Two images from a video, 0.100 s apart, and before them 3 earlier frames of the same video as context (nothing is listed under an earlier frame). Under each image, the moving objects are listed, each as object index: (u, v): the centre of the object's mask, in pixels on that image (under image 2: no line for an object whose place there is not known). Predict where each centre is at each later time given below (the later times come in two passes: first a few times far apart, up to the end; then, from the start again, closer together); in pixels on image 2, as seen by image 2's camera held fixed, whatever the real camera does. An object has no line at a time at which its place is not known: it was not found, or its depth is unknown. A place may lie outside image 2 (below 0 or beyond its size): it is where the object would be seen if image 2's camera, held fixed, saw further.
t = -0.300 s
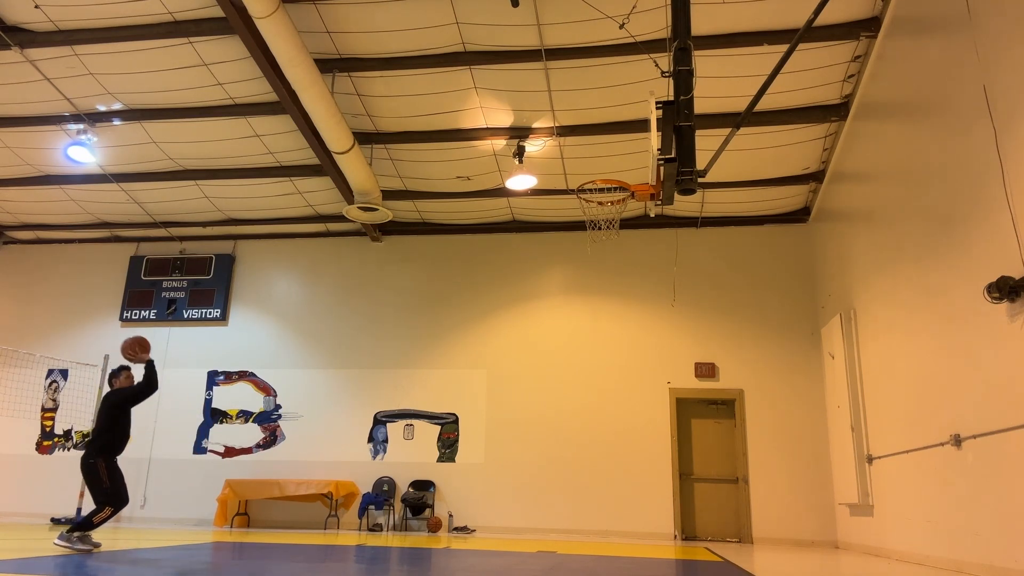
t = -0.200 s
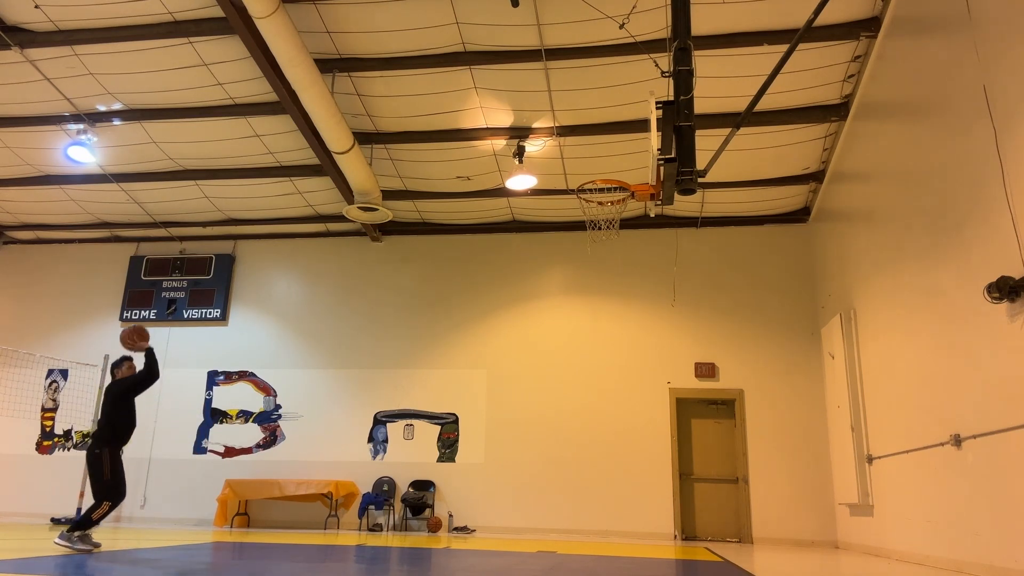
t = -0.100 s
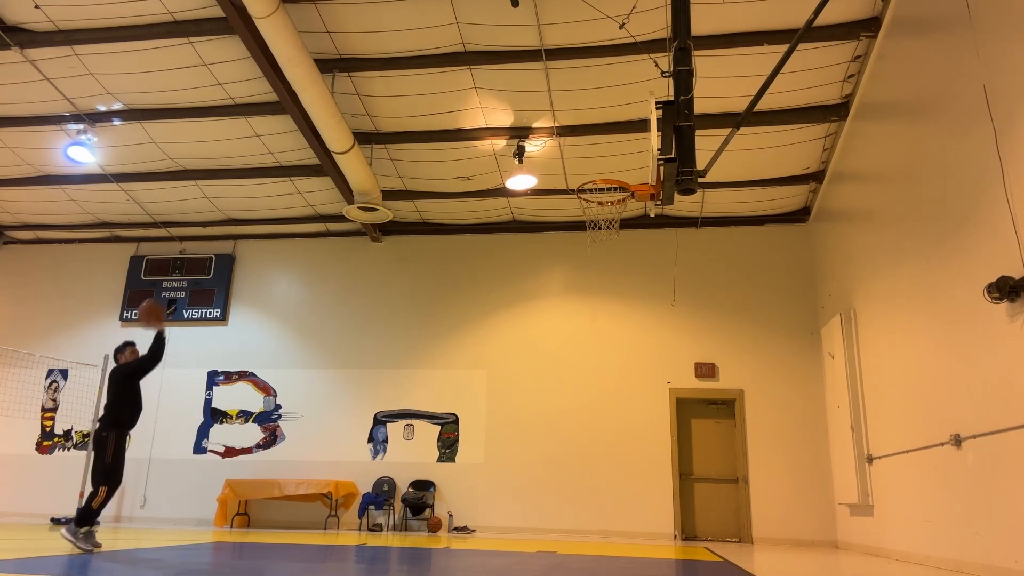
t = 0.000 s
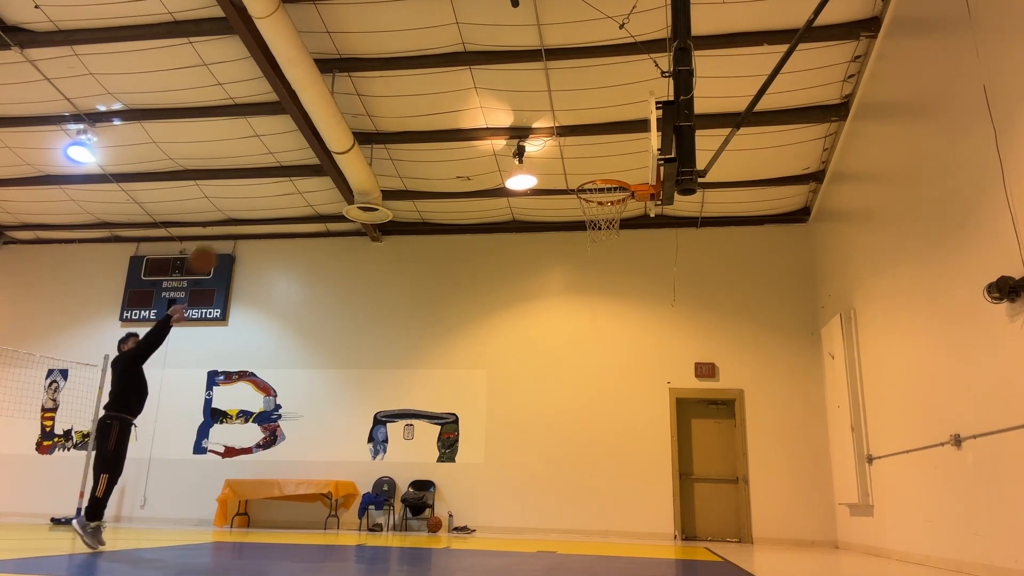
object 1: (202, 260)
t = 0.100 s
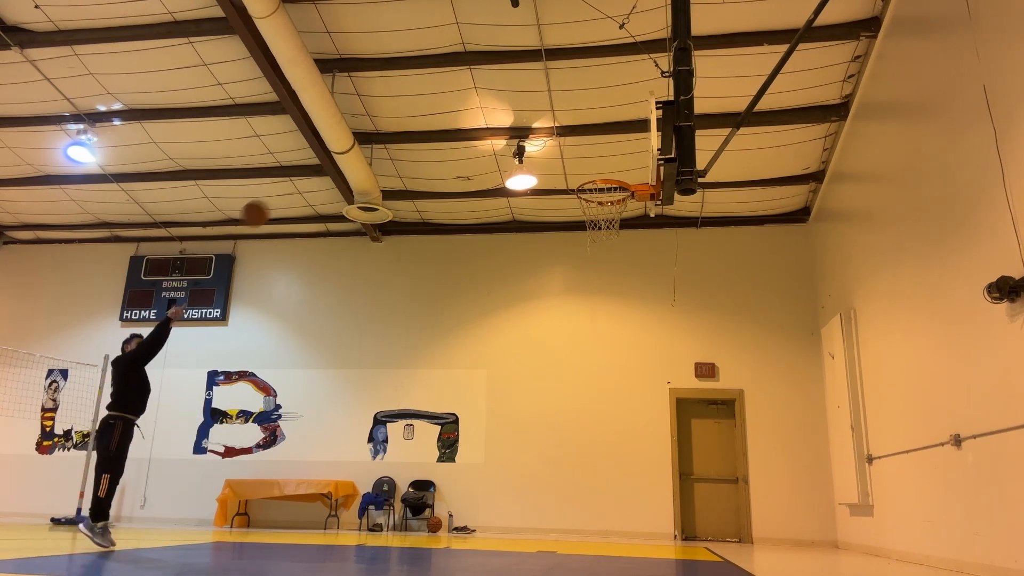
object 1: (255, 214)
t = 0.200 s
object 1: (304, 180)
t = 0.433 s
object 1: (413, 138)
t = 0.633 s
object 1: (501, 145)
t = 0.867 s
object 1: (601, 190)
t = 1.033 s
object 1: (636, 173)
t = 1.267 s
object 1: (601, 186)
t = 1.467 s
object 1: (574, 234)
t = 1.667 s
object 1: (546, 319)
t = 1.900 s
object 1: (513, 467)
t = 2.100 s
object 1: (500, 471)
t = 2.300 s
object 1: (501, 376)
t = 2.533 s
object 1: (502, 323)
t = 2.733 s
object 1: (501, 318)
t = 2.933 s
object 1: (499, 348)
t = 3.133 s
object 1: (496, 412)
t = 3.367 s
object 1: (491, 534)
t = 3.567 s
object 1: (494, 449)
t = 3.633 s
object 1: (495, 428)
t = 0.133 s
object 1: (271, 201)
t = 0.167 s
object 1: (288, 190)
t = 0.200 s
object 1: (304, 180)
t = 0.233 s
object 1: (320, 171)
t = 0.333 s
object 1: (368, 150)
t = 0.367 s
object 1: (382, 145)
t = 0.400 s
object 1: (397, 141)
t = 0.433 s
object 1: (413, 138)
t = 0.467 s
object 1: (427, 137)
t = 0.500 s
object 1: (441, 136)
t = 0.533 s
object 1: (456, 136)
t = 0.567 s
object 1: (471, 138)
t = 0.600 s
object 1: (486, 140)
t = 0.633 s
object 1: (501, 145)
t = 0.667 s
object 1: (515, 149)
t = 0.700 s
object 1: (529, 154)
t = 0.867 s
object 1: (601, 190)
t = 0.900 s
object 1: (608, 184)
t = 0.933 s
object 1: (617, 174)
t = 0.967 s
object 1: (623, 173)
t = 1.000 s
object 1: (630, 173)
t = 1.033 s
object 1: (636, 173)
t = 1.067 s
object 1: (631, 172)
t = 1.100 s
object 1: (626, 171)
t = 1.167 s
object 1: (616, 172)
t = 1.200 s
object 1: (612, 173)
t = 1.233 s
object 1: (606, 178)
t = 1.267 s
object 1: (601, 186)
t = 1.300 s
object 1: (596, 193)
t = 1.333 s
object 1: (592, 197)
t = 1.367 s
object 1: (586, 205)
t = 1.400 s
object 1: (579, 216)
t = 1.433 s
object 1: (576, 224)
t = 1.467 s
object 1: (574, 234)
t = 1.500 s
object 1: (569, 246)
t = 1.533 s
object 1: (564, 258)
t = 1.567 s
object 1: (560, 272)
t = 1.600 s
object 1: (555, 287)
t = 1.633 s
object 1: (551, 302)
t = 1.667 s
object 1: (546, 319)
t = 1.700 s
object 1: (542, 337)
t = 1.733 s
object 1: (537, 355)
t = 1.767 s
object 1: (532, 375)
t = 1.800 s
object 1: (528, 396)
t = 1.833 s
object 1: (523, 419)
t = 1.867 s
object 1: (518, 442)
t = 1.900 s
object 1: (513, 467)
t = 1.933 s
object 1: (508, 493)
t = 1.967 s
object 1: (503, 520)
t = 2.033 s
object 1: (499, 516)
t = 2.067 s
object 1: (500, 492)
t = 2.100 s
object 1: (500, 471)
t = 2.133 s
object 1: (500, 451)
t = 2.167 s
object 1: (500, 433)
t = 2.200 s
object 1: (501, 416)
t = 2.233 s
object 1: (501, 402)
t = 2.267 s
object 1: (501, 388)
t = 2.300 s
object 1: (501, 376)
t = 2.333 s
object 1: (501, 365)
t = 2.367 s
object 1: (501, 355)
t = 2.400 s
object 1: (502, 346)
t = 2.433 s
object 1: (502, 339)
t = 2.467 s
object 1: (502, 332)
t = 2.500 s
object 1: (502, 327)
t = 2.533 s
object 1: (502, 323)
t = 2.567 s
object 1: (502, 320)
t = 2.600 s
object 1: (502, 317)
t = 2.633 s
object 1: (502, 316)
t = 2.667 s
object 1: (501, 316)
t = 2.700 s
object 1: (501, 317)
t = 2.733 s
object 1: (501, 318)
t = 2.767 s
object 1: (501, 321)
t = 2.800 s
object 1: (500, 324)
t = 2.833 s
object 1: (500, 329)
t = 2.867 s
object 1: (500, 334)
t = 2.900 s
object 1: (500, 341)
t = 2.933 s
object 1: (499, 348)
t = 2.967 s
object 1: (499, 356)
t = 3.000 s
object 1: (498, 366)
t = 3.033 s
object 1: (498, 376)
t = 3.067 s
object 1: (497, 387)
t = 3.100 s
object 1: (497, 399)
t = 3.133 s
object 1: (496, 412)
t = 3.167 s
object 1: (495, 426)
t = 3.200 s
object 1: (495, 441)
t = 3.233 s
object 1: (494, 458)
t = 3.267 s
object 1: (494, 475)
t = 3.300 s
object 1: (493, 494)
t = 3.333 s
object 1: (492, 513)
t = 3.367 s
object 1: (491, 534)
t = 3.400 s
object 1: (492, 524)
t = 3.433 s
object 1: (492, 506)
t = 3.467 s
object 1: (493, 490)
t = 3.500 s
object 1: (493, 475)
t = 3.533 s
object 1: (494, 461)
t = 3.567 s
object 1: (494, 449)
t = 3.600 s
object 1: (494, 438)
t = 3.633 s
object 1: (495, 428)
